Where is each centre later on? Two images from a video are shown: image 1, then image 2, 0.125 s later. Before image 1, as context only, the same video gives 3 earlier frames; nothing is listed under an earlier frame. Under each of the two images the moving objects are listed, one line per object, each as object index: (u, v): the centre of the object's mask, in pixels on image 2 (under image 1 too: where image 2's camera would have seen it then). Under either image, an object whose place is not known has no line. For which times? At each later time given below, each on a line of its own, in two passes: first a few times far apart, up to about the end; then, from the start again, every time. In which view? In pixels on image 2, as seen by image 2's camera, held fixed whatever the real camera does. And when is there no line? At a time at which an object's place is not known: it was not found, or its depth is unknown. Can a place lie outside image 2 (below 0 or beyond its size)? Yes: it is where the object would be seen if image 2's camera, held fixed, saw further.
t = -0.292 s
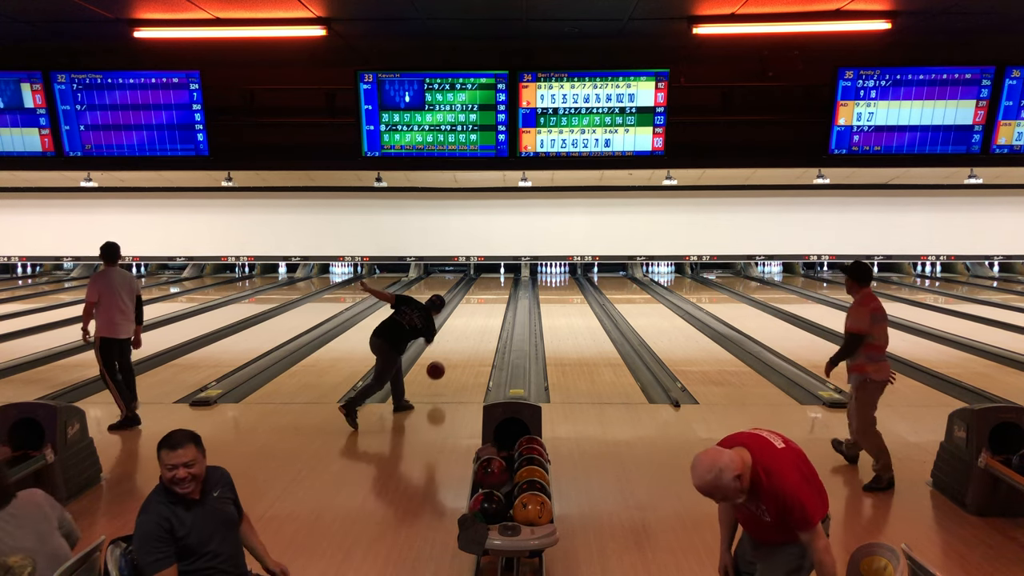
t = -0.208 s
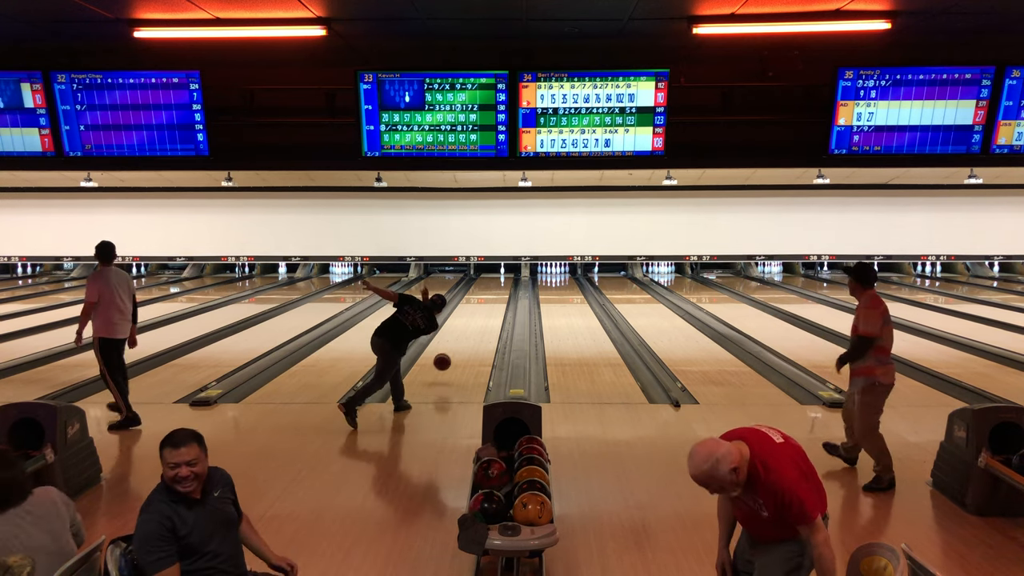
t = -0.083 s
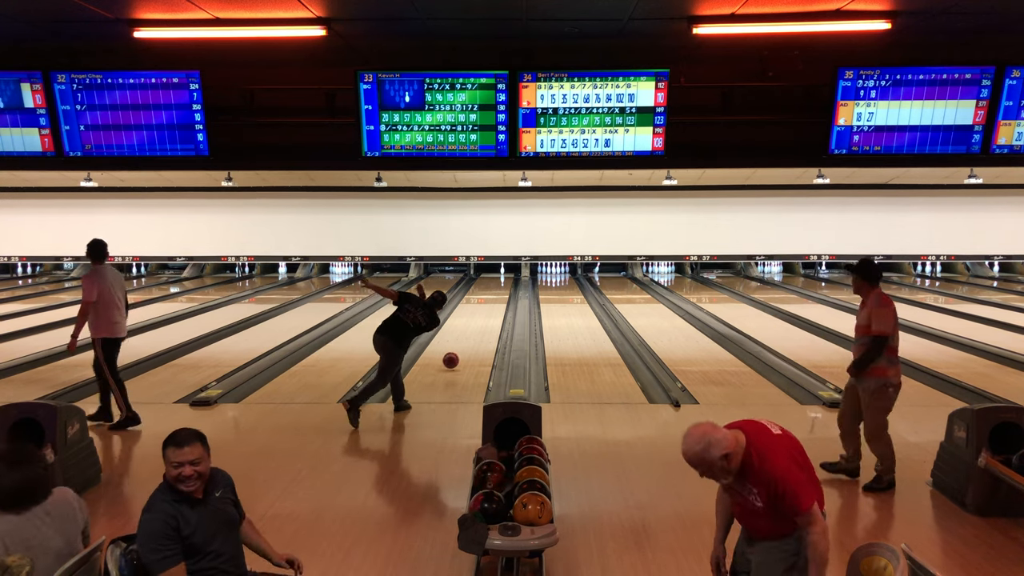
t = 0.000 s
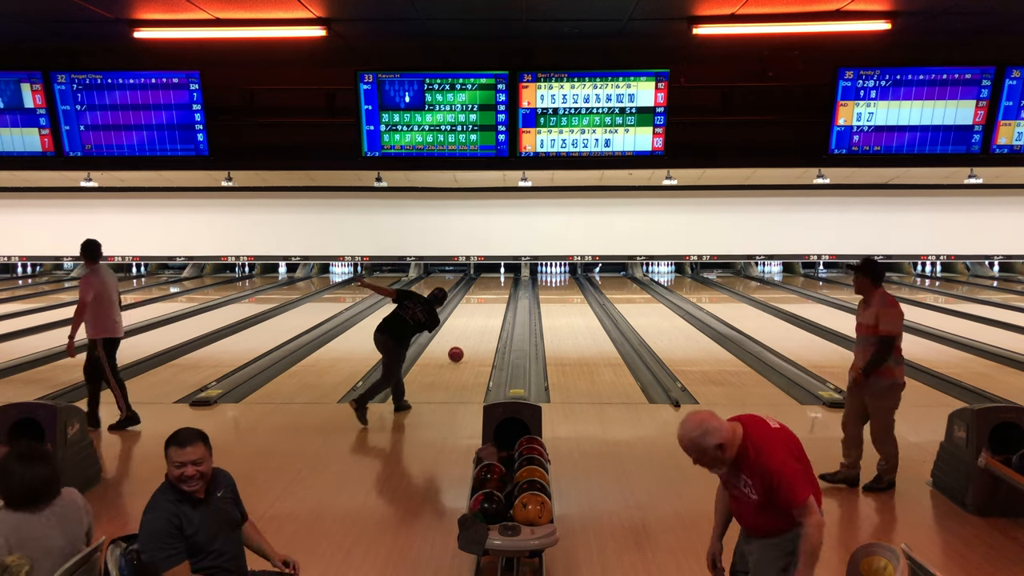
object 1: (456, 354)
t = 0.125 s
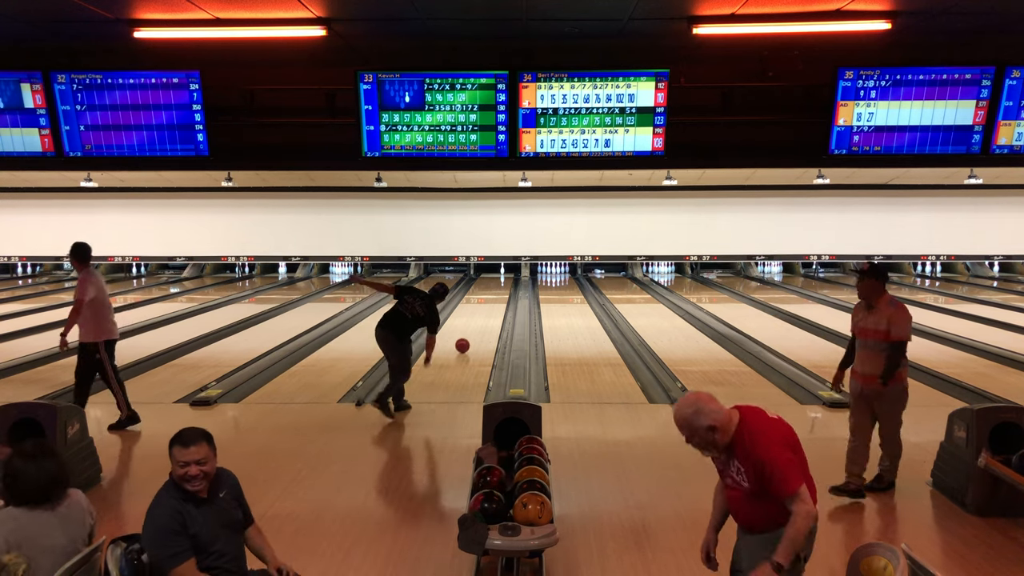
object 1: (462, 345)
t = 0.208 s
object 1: (466, 340)
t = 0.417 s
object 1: (474, 327)
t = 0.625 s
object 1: (481, 317)
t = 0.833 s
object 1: (487, 308)
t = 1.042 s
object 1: (491, 301)
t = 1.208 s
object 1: (494, 296)
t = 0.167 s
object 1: (464, 343)
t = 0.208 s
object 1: (466, 340)
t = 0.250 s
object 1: (468, 334)
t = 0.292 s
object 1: (469, 332)
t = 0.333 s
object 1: (471, 332)
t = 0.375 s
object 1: (473, 330)
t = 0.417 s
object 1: (474, 327)
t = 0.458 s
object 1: (476, 325)
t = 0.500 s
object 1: (477, 323)
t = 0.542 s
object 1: (479, 321)
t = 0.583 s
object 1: (480, 319)
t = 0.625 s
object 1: (481, 317)
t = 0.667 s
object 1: (482, 315)
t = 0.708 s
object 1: (484, 313)
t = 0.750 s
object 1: (485, 312)
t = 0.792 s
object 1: (486, 310)
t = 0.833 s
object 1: (487, 308)
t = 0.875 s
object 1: (488, 307)
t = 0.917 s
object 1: (489, 305)
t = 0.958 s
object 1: (490, 304)
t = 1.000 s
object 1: (490, 302)
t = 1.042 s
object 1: (491, 301)
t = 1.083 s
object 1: (492, 300)
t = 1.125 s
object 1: (493, 299)
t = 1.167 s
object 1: (493, 297)
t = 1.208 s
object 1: (494, 296)
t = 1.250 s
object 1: (495, 295)
